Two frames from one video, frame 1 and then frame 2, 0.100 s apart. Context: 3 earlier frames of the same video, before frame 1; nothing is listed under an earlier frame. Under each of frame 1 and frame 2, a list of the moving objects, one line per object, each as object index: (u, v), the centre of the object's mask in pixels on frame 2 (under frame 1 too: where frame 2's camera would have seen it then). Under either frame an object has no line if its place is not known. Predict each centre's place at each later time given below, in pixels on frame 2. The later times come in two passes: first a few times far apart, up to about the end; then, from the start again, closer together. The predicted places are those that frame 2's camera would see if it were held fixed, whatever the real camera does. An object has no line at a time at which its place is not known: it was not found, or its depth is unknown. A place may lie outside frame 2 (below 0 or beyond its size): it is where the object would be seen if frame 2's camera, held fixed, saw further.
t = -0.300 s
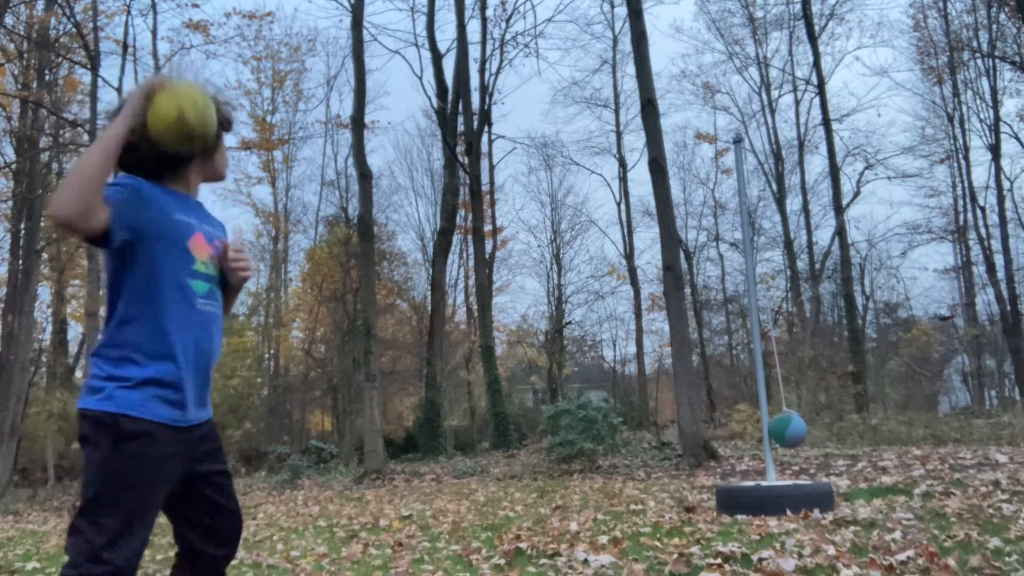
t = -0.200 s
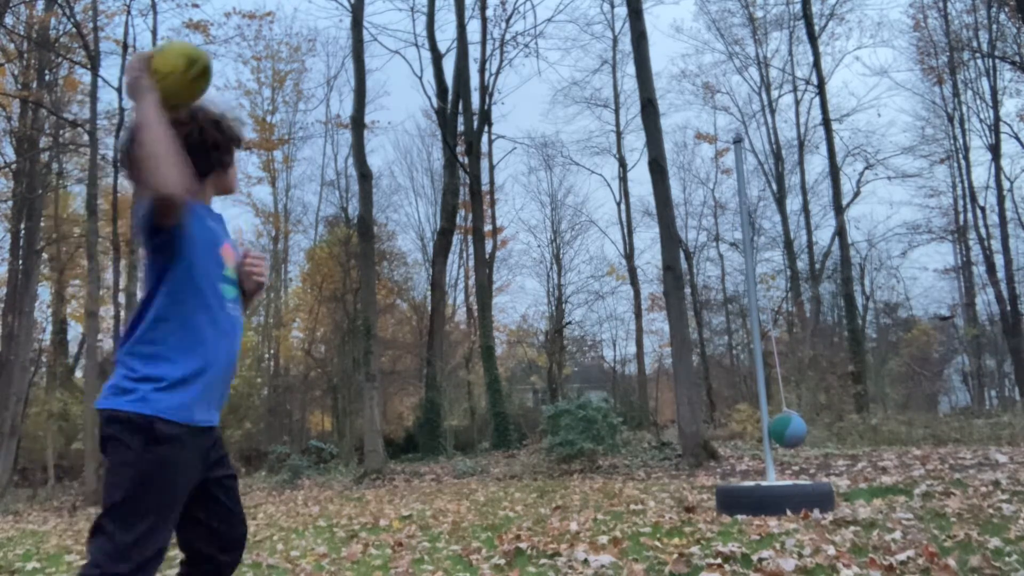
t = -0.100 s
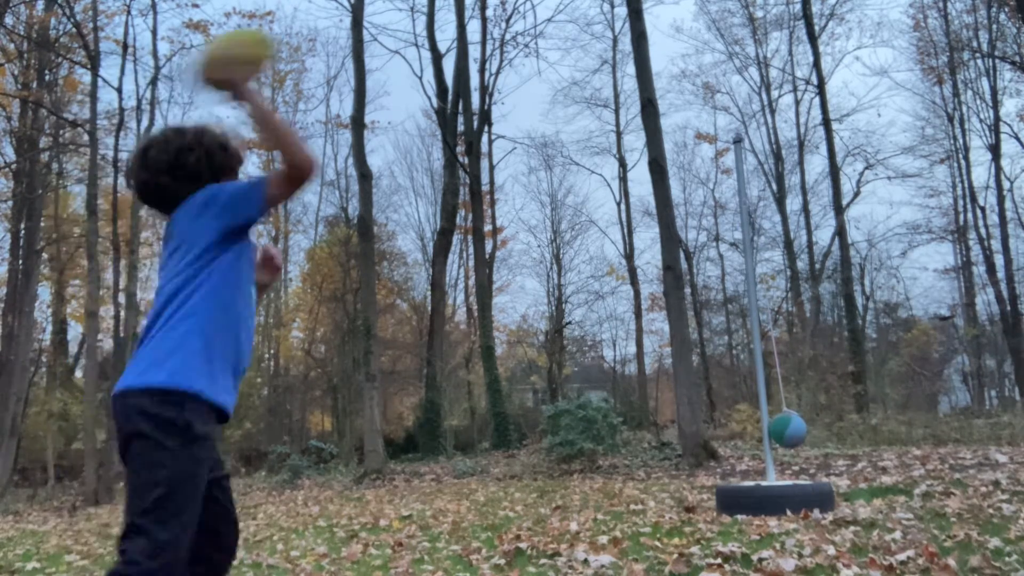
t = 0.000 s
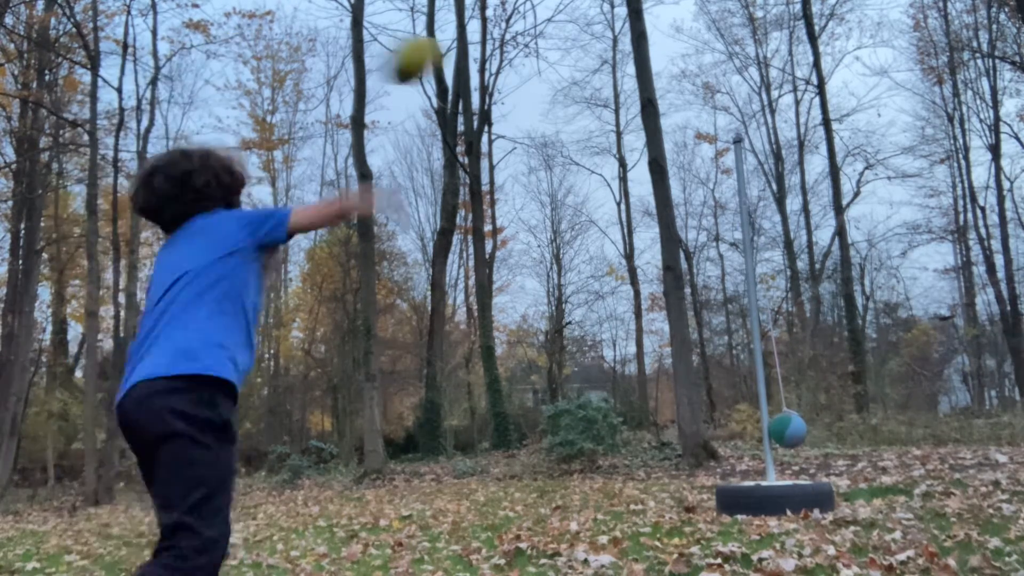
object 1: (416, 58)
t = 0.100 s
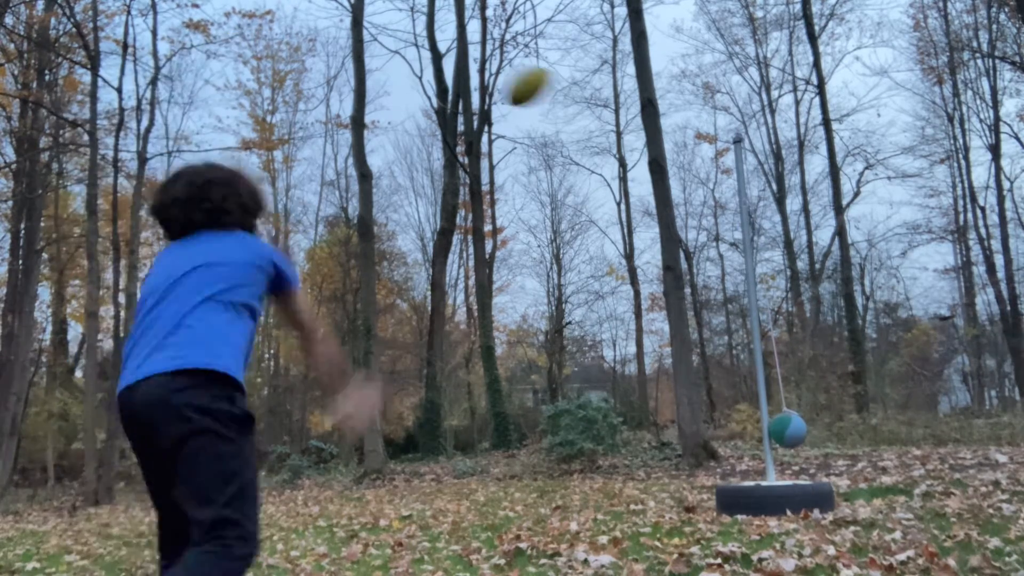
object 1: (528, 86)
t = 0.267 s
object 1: (647, 145)
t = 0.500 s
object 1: (740, 249)
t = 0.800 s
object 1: (607, 397)
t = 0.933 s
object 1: (534, 536)
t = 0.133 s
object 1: (557, 95)
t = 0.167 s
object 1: (582, 106)
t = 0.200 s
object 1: (605, 117)
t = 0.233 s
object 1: (627, 131)
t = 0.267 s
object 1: (647, 145)
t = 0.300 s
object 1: (662, 157)
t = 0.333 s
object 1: (678, 173)
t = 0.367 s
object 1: (694, 188)
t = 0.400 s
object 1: (709, 204)
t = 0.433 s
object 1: (721, 218)
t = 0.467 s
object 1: (735, 237)
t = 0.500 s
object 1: (740, 249)
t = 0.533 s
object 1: (726, 257)
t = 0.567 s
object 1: (714, 265)
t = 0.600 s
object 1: (698, 277)
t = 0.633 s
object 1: (684, 290)
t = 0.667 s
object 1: (671, 304)
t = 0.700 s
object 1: (656, 325)
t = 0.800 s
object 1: (607, 397)
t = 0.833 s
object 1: (591, 425)
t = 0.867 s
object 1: (574, 458)
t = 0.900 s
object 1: (555, 495)
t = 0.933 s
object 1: (534, 536)
